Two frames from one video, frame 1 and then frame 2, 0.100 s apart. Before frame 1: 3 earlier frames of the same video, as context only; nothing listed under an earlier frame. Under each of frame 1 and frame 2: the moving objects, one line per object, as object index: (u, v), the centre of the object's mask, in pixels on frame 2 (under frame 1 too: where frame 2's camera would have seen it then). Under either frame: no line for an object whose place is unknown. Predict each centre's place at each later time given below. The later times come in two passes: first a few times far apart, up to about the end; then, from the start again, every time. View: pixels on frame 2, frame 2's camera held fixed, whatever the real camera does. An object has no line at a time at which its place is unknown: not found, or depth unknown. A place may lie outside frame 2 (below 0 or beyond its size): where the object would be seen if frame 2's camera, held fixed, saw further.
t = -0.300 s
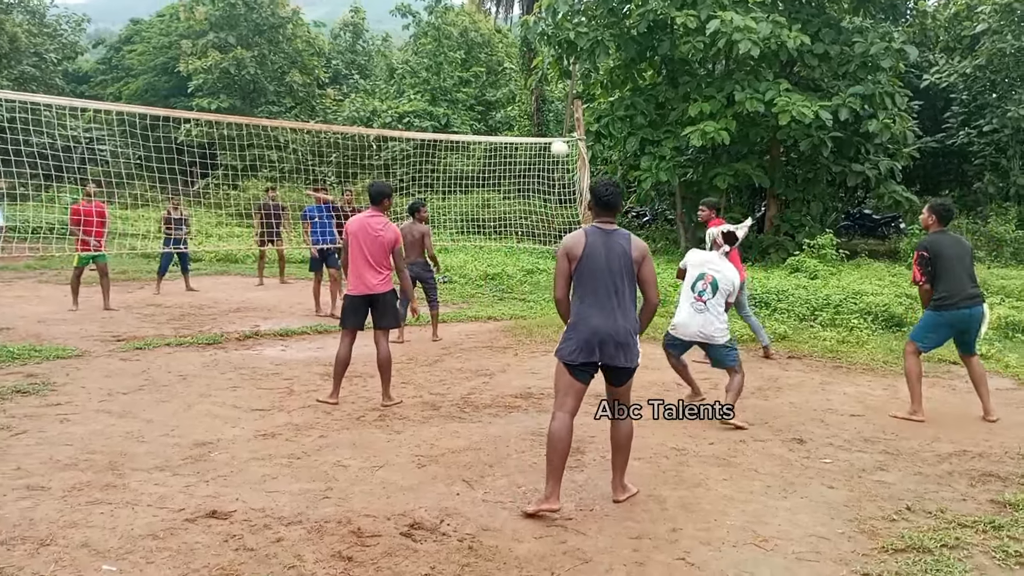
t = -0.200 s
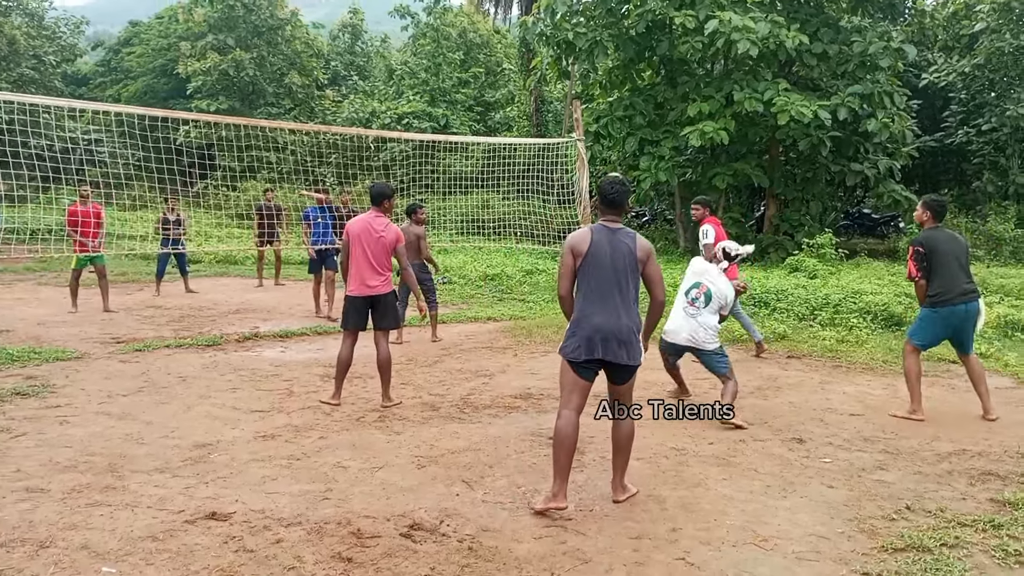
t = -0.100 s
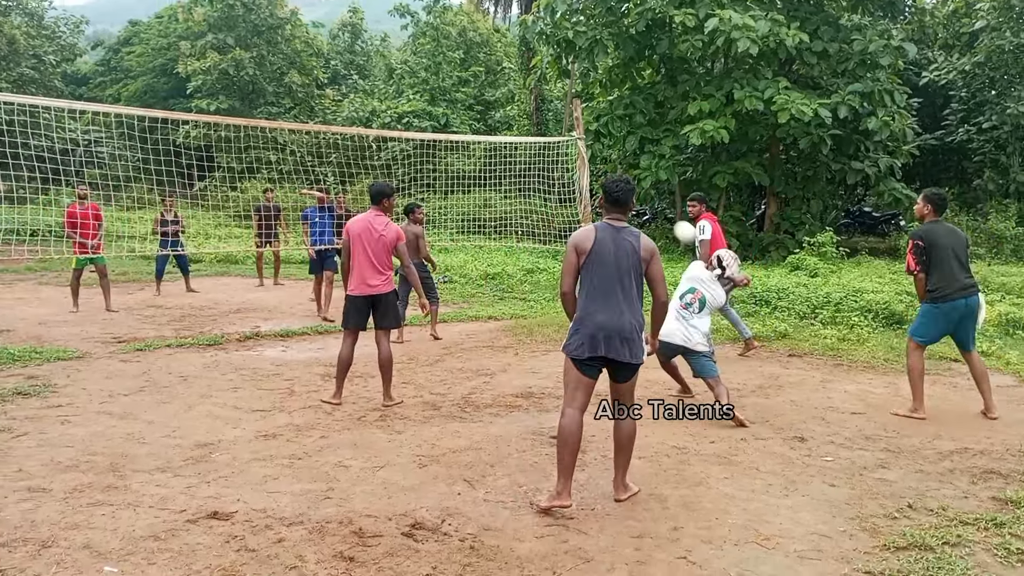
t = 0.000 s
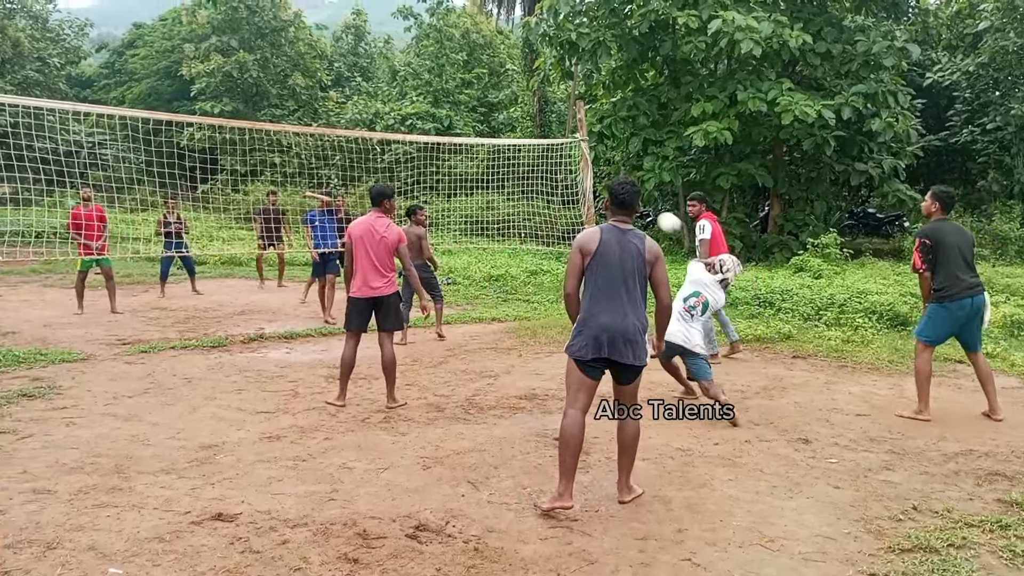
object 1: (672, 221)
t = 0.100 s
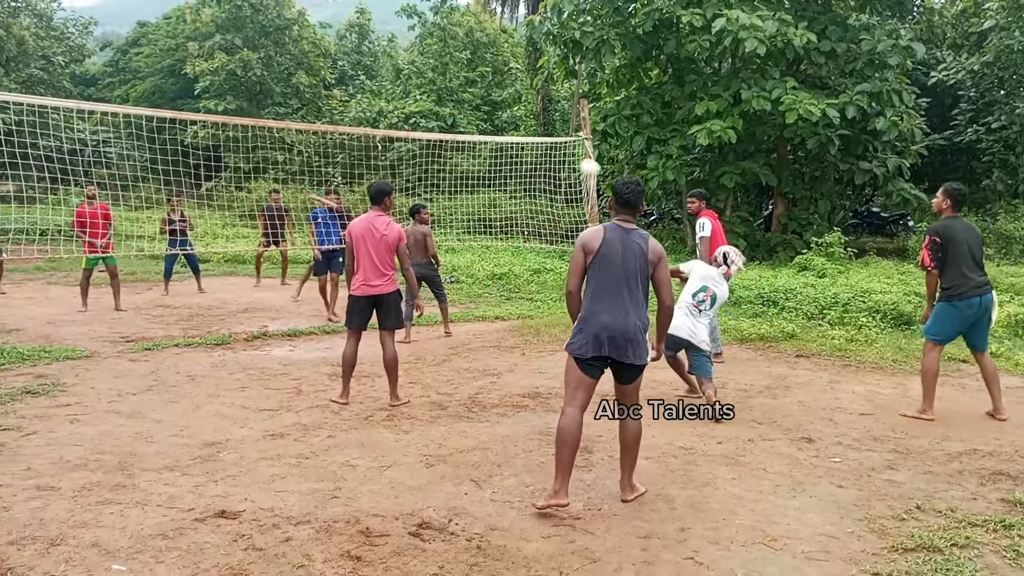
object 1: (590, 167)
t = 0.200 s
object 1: (518, 131)
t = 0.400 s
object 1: (404, 98)
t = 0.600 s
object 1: (314, 104)
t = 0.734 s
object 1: (266, 119)
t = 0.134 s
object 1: (564, 154)
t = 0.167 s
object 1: (541, 142)
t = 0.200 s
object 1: (518, 131)
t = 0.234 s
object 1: (497, 123)
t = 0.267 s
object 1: (476, 115)
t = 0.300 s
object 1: (457, 109)
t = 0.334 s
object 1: (439, 104)
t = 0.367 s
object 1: (421, 100)
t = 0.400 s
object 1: (404, 98)
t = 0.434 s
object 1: (386, 96)
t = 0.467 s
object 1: (370, 96)
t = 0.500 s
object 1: (355, 97)
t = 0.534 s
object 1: (341, 98)
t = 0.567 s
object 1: (327, 101)
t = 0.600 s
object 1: (314, 104)
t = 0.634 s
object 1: (300, 108)
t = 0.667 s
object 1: (288, 112)
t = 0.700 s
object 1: (276, 116)
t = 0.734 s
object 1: (266, 119)
